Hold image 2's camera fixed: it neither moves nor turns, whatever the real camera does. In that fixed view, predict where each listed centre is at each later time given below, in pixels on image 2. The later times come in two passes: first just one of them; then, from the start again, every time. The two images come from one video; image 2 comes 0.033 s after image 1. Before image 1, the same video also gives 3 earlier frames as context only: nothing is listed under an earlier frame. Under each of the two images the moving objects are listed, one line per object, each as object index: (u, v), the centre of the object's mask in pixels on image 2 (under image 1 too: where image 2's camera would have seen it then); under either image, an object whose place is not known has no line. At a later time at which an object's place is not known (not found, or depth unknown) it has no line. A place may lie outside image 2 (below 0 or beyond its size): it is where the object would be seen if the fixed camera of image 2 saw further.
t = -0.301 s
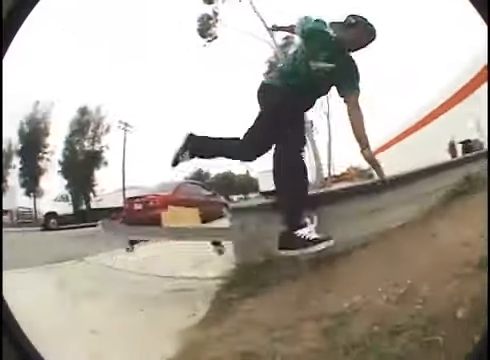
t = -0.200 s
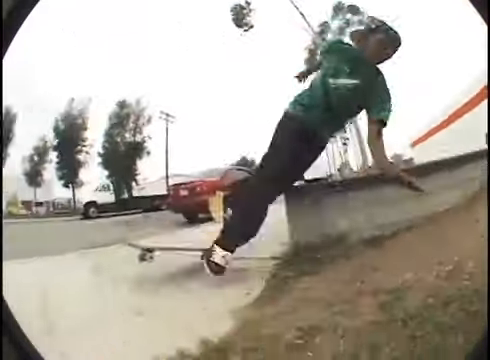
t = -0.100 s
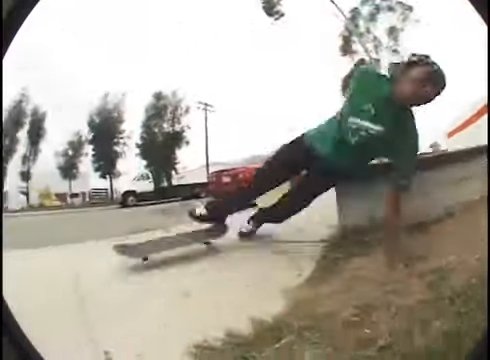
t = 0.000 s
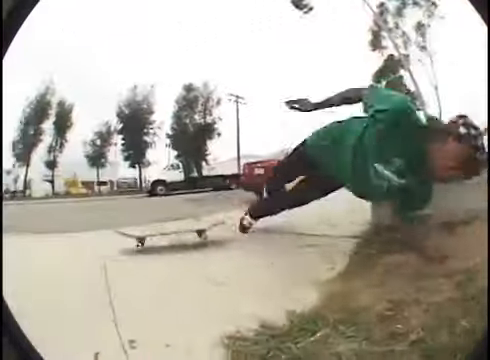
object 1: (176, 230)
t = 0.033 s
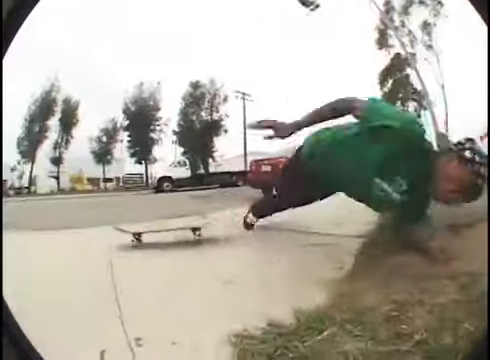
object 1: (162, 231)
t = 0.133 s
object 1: (138, 236)
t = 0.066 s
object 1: (154, 233)
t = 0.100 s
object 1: (144, 234)
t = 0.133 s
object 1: (138, 236)
